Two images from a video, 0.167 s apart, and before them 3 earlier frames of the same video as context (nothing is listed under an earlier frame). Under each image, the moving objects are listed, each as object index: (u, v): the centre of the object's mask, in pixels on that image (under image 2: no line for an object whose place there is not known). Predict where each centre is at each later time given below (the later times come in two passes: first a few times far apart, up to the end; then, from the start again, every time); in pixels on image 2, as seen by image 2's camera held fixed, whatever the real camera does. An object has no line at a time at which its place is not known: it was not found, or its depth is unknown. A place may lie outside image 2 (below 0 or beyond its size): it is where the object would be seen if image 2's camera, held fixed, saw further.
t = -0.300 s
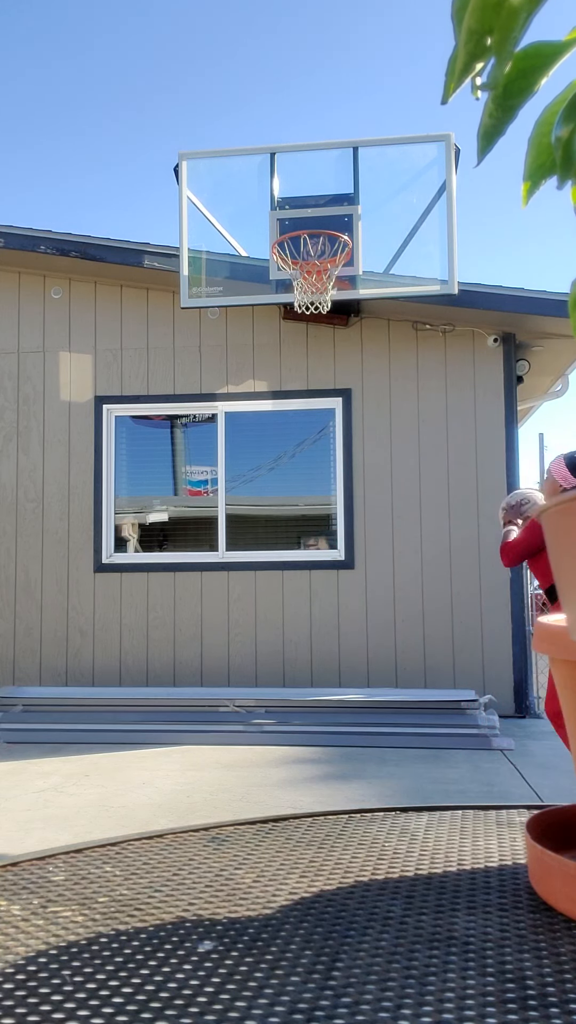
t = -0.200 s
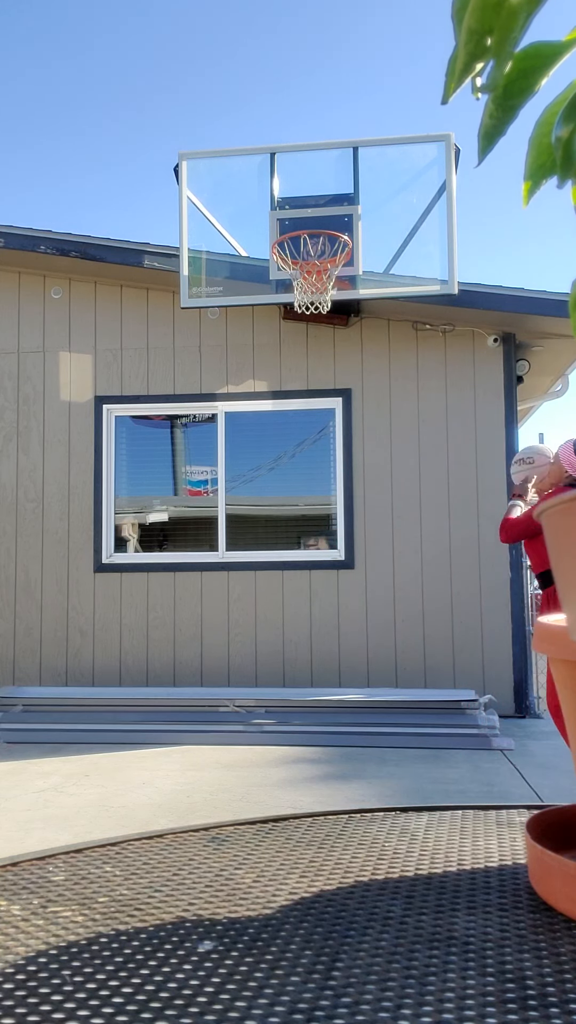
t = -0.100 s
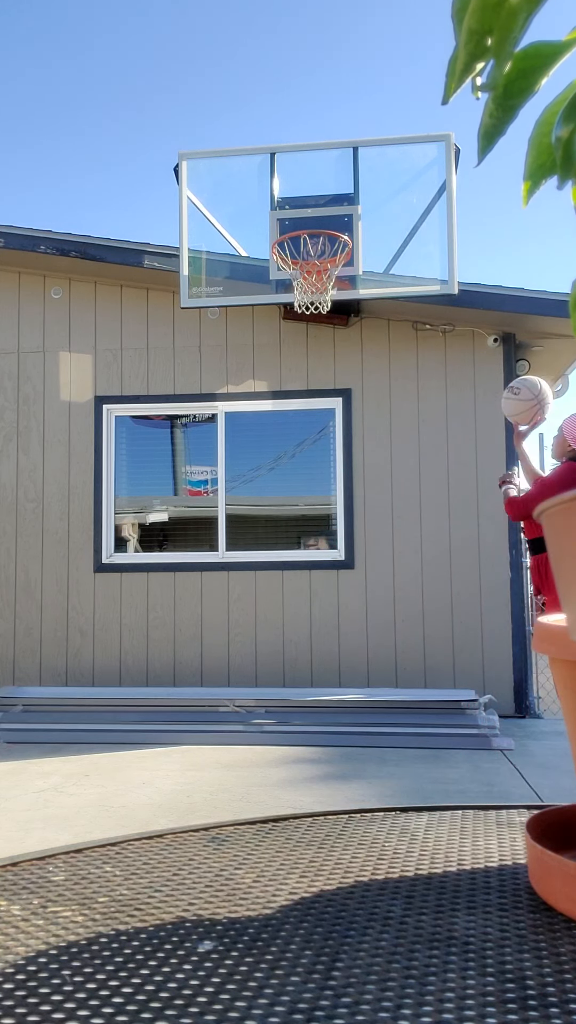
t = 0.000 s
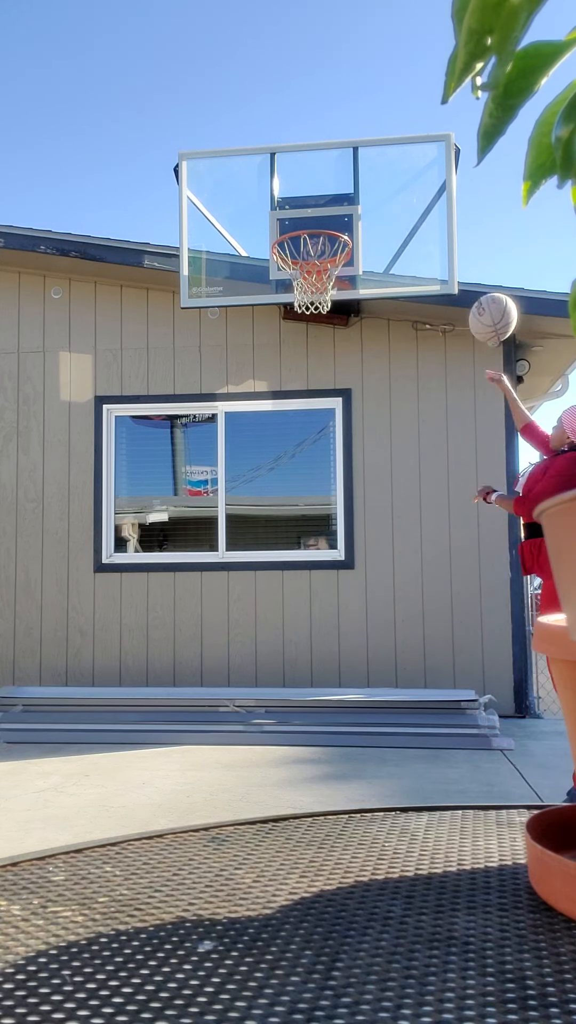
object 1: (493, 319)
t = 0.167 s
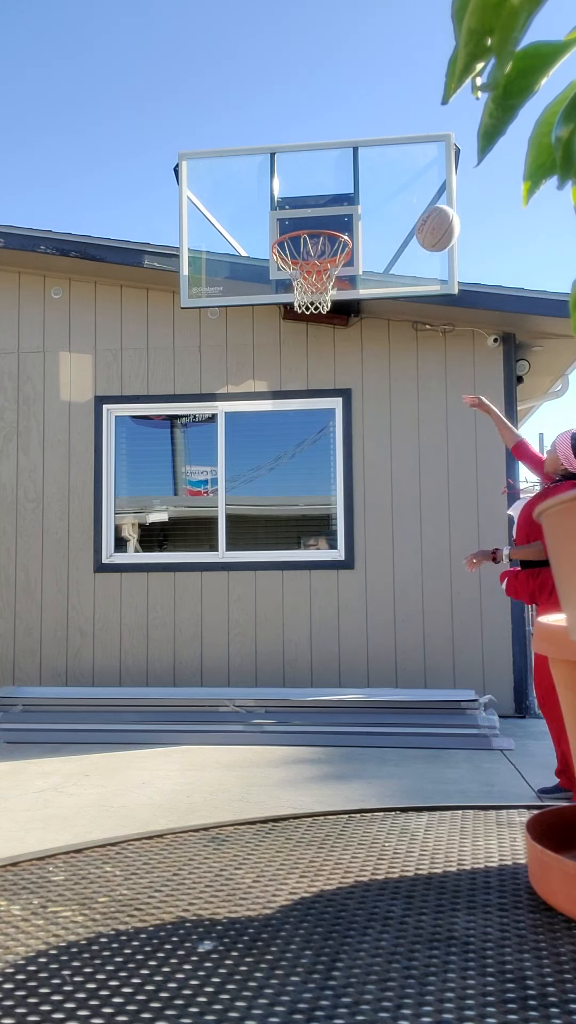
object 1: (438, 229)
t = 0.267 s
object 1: (408, 203)
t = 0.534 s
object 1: (341, 212)
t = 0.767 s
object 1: (329, 210)
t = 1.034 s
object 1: (316, 210)
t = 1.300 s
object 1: (303, 210)
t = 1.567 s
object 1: (289, 266)
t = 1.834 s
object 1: (275, 446)
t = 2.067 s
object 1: (264, 722)
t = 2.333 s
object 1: (253, 531)
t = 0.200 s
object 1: (427, 218)
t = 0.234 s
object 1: (417, 209)
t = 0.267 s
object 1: (408, 203)
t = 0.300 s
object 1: (398, 198)
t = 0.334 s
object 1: (389, 196)
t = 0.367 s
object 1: (380, 195)
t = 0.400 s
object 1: (371, 196)
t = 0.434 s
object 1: (363, 199)
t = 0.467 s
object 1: (354, 203)
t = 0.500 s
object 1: (346, 210)
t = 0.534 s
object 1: (341, 212)
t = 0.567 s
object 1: (339, 208)
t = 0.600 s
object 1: (337, 205)
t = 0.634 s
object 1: (336, 204)
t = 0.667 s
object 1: (334, 204)
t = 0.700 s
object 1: (332, 206)
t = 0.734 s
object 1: (331, 210)
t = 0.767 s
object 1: (329, 210)
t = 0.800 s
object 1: (327, 210)
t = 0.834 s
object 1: (326, 211)
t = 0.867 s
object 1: (324, 210)
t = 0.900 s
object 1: (322, 210)
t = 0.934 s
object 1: (321, 210)
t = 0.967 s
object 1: (319, 210)
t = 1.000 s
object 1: (317, 210)
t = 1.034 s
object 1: (316, 210)
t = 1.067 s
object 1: (314, 210)
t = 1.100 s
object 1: (313, 210)
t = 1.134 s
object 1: (311, 210)
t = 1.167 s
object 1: (310, 210)
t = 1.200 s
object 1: (308, 210)
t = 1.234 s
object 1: (307, 209)
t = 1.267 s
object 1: (305, 210)
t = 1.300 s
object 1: (303, 210)
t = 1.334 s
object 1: (302, 211)
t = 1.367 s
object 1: (300, 213)
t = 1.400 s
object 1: (298, 218)
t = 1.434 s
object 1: (296, 223)
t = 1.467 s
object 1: (294, 231)
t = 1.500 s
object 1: (293, 241)
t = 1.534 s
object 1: (291, 253)
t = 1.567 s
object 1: (289, 266)
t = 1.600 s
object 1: (288, 281)
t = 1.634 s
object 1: (286, 299)
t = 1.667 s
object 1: (285, 319)
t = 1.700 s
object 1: (283, 339)
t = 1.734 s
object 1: (281, 363)
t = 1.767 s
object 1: (279, 388)
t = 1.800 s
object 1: (277, 416)
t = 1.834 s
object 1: (275, 446)
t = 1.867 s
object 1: (273, 479)
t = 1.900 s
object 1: (272, 513)
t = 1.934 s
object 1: (270, 549)
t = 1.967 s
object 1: (268, 588)
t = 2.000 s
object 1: (267, 630)
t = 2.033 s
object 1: (265, 675)
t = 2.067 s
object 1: (264, 722)
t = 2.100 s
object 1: (262, 735)
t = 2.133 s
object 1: (261, 700)
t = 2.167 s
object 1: (260, 666)
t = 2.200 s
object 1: (258, 635)
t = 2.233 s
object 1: (257, 606)
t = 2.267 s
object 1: (255, 579)
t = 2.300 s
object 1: (254, 554)
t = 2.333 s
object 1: (253, 531)
